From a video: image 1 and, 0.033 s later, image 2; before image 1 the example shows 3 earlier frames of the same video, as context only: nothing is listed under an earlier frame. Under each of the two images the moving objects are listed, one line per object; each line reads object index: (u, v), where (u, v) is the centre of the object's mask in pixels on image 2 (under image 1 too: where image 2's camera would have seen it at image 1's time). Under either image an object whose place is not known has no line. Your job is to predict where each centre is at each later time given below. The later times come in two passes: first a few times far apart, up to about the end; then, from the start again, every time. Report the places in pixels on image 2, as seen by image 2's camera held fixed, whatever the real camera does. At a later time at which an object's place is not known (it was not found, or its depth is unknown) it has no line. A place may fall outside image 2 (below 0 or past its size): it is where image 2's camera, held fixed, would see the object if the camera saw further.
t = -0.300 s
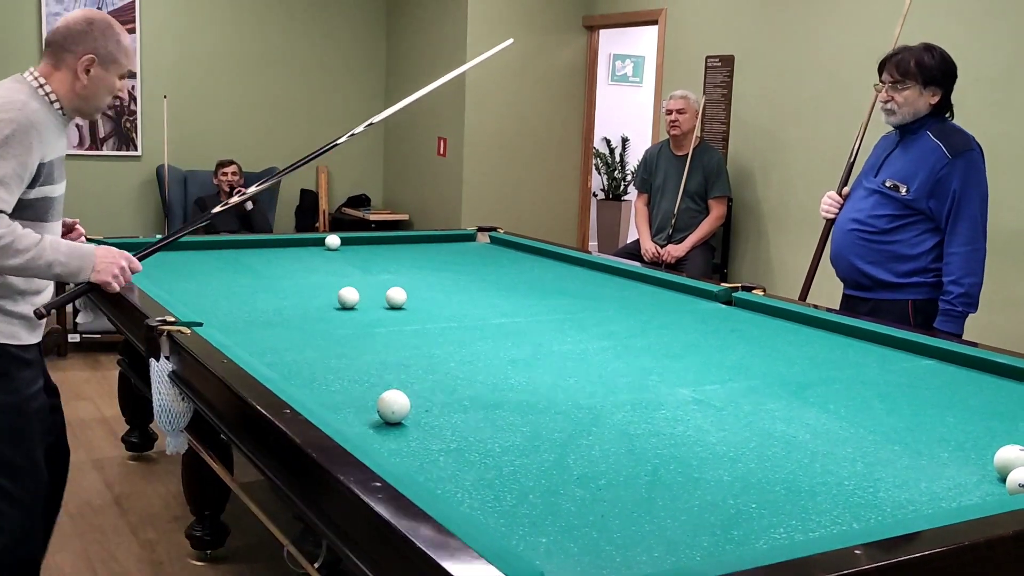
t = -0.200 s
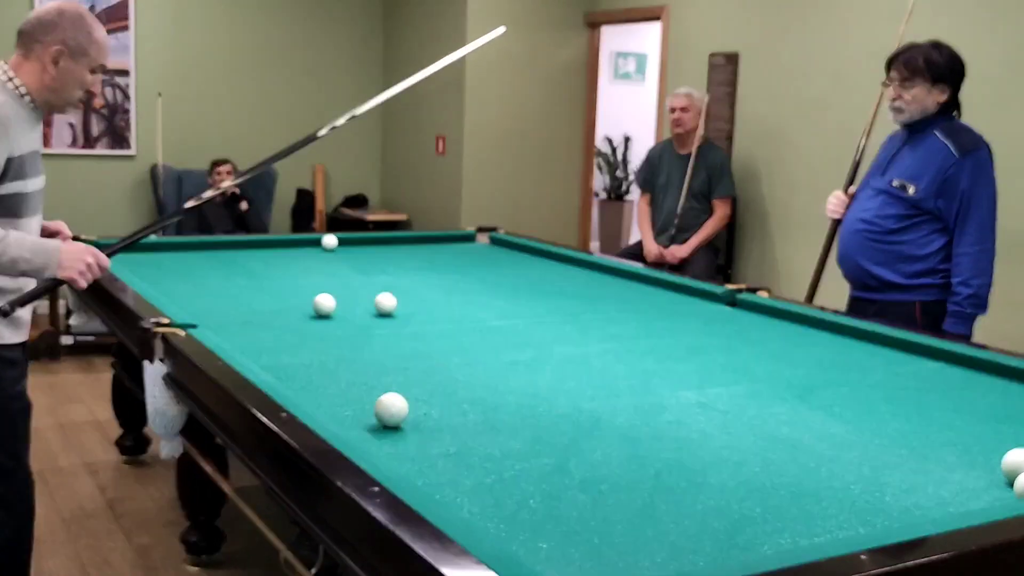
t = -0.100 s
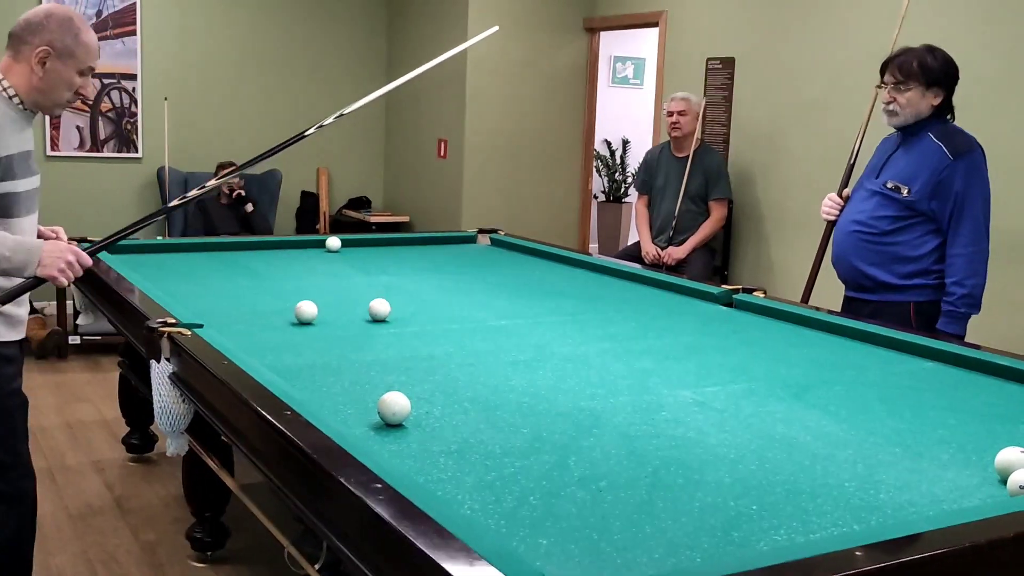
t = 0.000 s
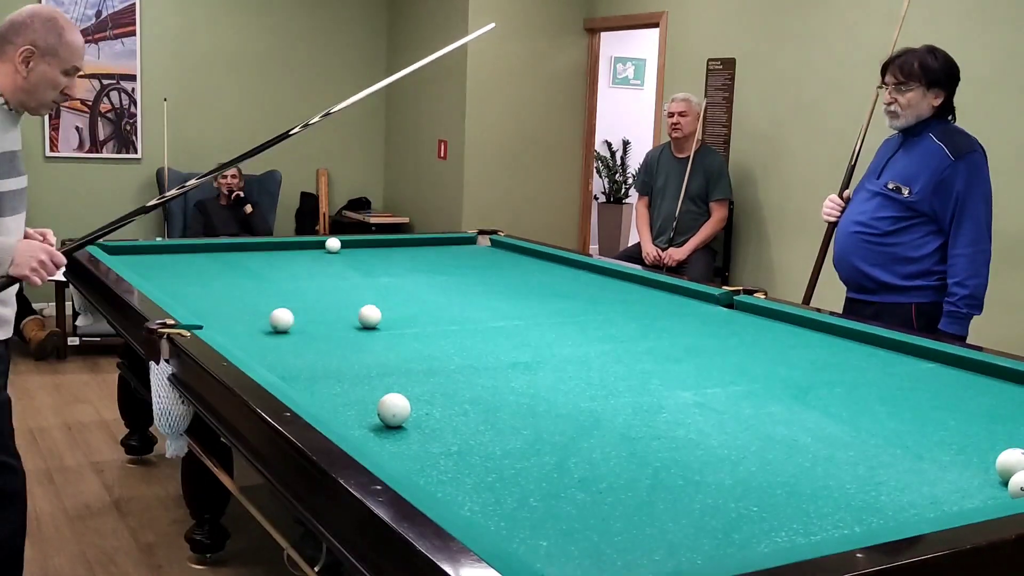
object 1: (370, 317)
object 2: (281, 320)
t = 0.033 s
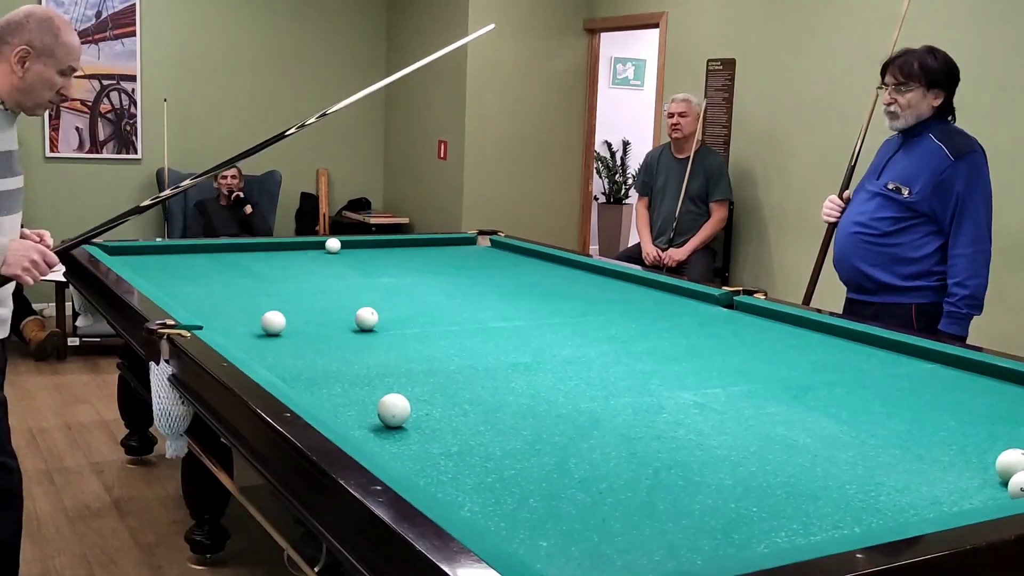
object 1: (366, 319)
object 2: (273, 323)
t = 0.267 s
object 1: (342, 333)
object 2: (244, 338)
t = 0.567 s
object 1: (342, 354)
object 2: (289, 347)
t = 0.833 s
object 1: (379, 377)
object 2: (285, 355)
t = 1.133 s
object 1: (429, 407)
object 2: (282, 364)
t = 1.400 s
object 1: (482, 439)
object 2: (281, 368)
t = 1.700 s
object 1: (553, 481)
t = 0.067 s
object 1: (363, 321)
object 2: (264, 325)
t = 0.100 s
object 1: (360, 323)
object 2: (256, 328)
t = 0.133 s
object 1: (356, 325)
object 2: (247, 330)
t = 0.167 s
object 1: (353, 327)
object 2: (238, 333)
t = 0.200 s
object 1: (349, 329)
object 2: (231, 333)
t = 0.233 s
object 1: (346, 331)
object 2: (235, 335)
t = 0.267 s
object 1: (342, 333)
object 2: (244, 338)
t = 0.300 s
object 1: (339, 335)
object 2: (253, 339)
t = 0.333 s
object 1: (335, 337)
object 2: (262, 340)
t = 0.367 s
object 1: (331, 339)
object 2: (271, 341)
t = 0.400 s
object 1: (327, 342)
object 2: (280, 343)
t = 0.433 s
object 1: (324, 344)
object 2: (290, 344)
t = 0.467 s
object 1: (325, 346)
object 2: (293, 345)
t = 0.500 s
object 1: (332, 349)
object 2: (291, 346)
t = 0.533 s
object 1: (338, 352)
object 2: (289, 347)
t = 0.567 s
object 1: (342, 354)
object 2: (289, 347)
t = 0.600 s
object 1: (346, 356)
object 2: (289, 348)
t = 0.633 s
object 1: (351, 360)
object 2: (288, 350)
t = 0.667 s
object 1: (355, 362)
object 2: (288, 350)
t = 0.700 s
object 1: (360, 365)
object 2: (287, 351)
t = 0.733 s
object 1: (365, 368)
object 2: (287, 352)
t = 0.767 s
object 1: (369, 371)
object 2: (286, 353)
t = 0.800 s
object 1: (374, 374)
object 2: (286, 354)
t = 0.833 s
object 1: (379, 377)
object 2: (285, 355)
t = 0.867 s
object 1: (384, 380)
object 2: (285, 356)
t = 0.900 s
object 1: (389, 382)
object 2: (285, 357)
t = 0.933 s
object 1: (395, 383)
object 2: (284, 358)
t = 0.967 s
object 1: (401, 386)
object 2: (284, 359)
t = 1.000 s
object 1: (408, 390)
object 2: (283, 360)
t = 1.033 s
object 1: (414, 394)
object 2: (283, 361)
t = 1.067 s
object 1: (419, 399)
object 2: (283, 362)
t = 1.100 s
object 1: (423, 403)
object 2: (282, 363)
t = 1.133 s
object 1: (429, 407)
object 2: (282, 364)
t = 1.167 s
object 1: (435, 411)
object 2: (281, 364)
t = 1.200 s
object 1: (441, 415)
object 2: (281, 365)
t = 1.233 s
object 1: (448, 418)
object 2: (281, 365)
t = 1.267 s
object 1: (454, 422)
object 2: (281, 366)
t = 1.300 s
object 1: (461, 426)
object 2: (281, 366)
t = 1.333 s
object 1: (468, 430)
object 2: (281, 367)
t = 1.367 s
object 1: (475, 434)
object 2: (281, 367)
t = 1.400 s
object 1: (482, 439)
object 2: (281, 368)
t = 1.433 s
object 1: (489, 443)
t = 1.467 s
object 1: (497, 447)
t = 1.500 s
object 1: (504, 452)
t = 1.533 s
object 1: (512, 457)
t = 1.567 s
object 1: (520, 461)
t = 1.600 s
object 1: (528, 466)
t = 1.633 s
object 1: (536, 471)
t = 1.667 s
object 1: (545, 476)
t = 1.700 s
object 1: (553, 481)
